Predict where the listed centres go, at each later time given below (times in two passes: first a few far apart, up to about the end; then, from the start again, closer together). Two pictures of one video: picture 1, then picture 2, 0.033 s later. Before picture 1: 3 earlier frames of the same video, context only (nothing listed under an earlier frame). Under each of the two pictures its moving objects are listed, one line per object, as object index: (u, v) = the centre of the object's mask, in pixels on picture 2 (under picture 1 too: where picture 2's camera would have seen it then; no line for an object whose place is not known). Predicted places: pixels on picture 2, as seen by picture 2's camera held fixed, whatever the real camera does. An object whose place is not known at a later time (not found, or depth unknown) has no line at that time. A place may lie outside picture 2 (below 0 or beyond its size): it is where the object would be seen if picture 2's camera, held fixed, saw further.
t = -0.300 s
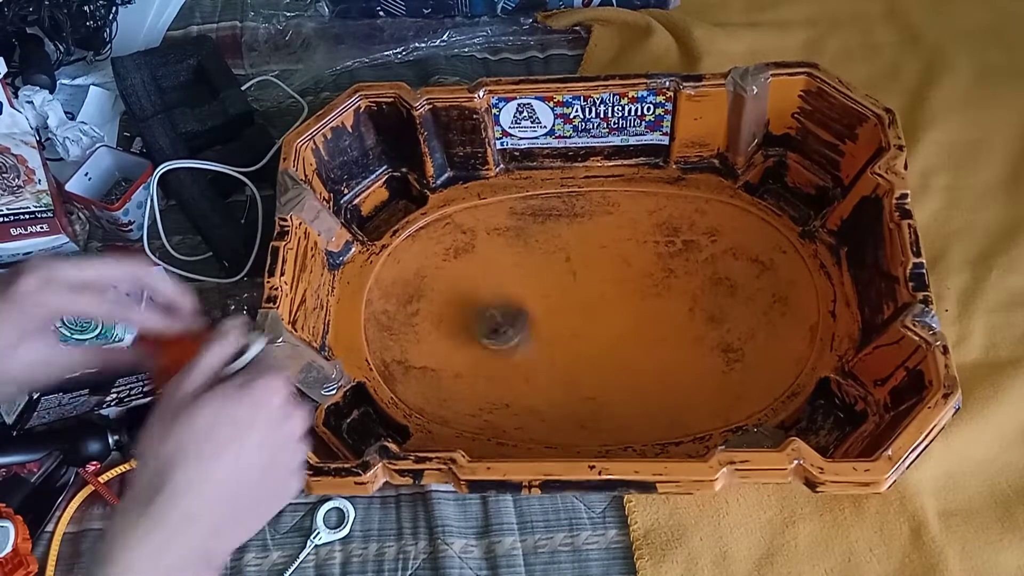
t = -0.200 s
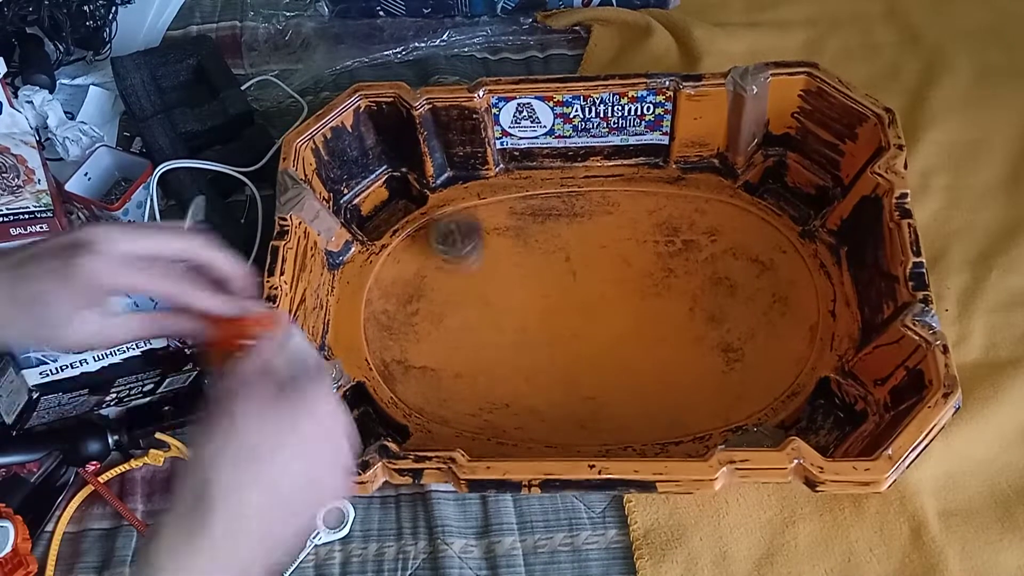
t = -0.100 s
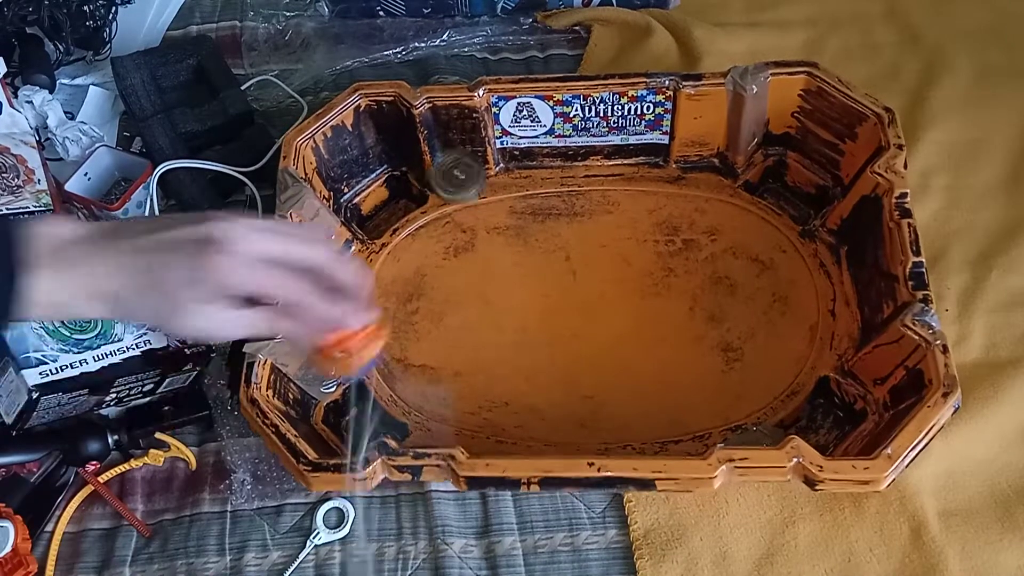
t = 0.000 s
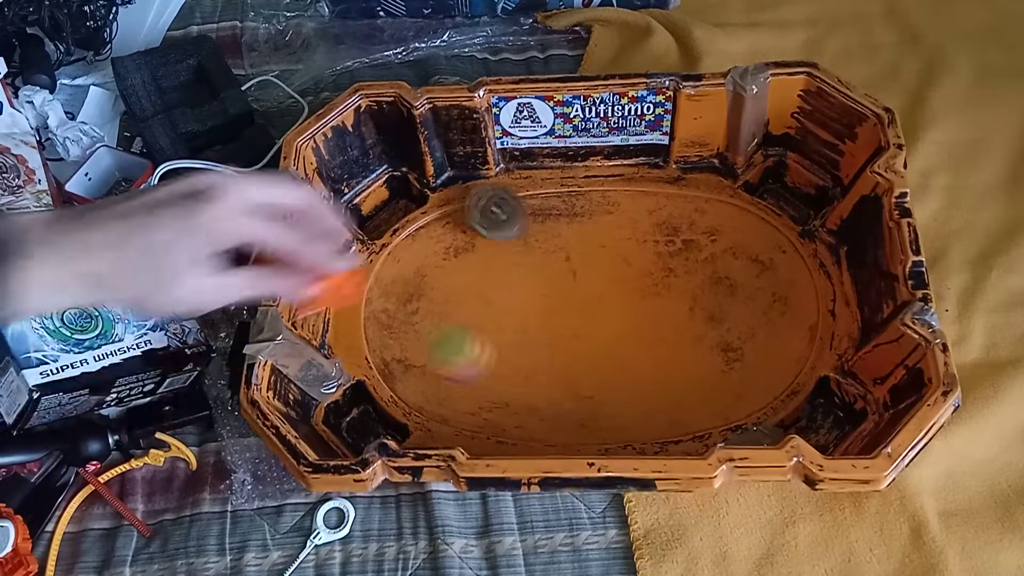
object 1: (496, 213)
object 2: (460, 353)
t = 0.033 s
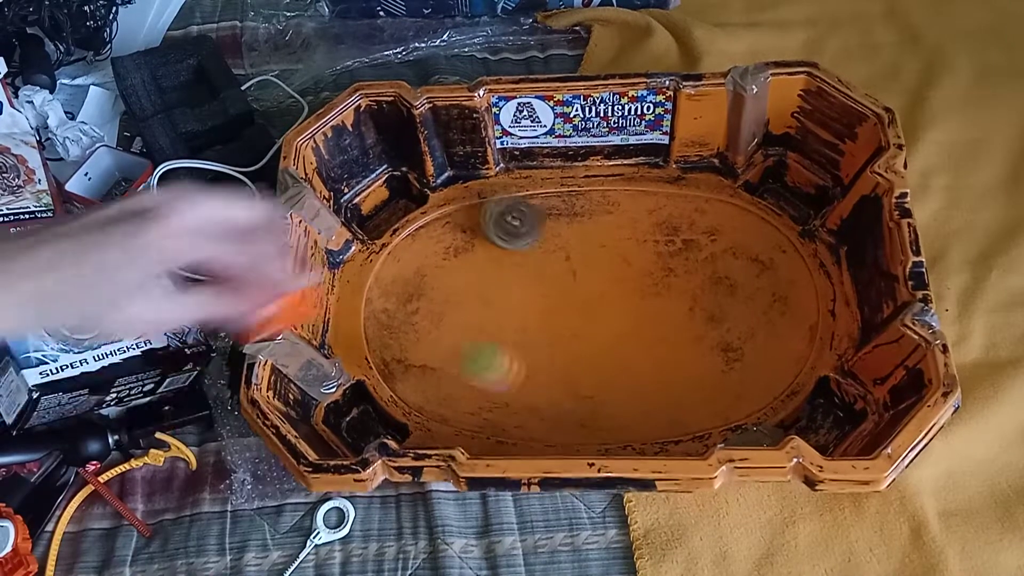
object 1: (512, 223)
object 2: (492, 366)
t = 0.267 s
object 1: (573, 276)
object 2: (619, 317)
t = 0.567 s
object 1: (530, 199)
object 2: (831, 411)
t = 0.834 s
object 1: (576, 268)
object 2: (816, 421)
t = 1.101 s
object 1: (513, 357)
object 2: (825, 422)
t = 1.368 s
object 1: (415, 363)
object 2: (820, 421)
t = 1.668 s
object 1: (413, 307)
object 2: (830, 405)
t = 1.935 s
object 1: (505, 285)
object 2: (826, 409)
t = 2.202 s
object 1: (610, 295)
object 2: (826, 409)
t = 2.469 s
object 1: (652, 335)
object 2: (827, 409)
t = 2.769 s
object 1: (593, 348)
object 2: (827, 409)
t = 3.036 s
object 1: (537, 303)
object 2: (827, 408)
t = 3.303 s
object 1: (530, 232)
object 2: (826, 409)
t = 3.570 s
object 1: (564, 239)
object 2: (826, 409)
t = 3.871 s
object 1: (542, 312)
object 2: (826, 409)
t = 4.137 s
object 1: (498, 350)
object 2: (826, 409)
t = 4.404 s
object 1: (457, 352)
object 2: (826, 409)
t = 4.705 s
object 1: (500, 323)
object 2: (827, 409)
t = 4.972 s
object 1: (570, 314)
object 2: (826, 409)
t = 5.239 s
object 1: (620, 325)
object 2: (827, 409)
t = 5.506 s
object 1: (601, 325)
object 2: (827, 408)
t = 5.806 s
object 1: (568, 288)
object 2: (826, 409)
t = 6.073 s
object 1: (543, 258)
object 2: (826, 410)
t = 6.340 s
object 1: (542, 257)
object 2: (825, 409)
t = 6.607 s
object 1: (533, 292)
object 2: (825, 409)
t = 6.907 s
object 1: (528, 334)
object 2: (826, 410)
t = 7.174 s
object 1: (511, 359)
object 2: (826, 410)
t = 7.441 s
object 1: (513, 331)
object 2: (826, 410)
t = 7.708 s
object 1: (556, 294)
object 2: (826, 409)
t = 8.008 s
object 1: (592, 272)
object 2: (827, 409)
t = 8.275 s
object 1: (606, 282)
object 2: (827, 410)
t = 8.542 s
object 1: (567, 301)
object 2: (826, 410)
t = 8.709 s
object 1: (535, 312)
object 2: (827, 409)
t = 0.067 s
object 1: (526, 231)
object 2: (514, 380)
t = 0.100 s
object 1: (539, 239)
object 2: (537, 362)
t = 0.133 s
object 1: (551, 247)
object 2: (555, 342)
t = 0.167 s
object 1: (560, 255)
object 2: (574, 328)
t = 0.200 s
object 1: (568, 264)
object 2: (591, 317)
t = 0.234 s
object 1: (573, 271)
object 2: (604, 313)
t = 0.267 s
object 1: (573, 276)
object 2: (619, 317)
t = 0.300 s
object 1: (559, 255)
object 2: (666, 349)
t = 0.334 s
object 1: (542, 236)
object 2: (708, 368)
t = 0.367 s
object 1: (533, 223)
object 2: (747, 390)
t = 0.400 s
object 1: (523, 210)
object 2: (776, 396)
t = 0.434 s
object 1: (520, 203)
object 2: (802, 403)
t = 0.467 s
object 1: (517, 197)
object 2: (821, 413)
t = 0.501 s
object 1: (519, 195)
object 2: (829, 418)
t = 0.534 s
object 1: (523, 196)
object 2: (825, 411)
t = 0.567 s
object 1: (530, 199)
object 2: (831, 411)
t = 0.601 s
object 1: (540, 205)
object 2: (830, 406)
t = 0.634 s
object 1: (548, 209)
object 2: (832, 405)
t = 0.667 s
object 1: (557, 216)
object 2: (836, 406)
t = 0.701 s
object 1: (563, 223)
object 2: (831, 406)
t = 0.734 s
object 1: (569, 232)
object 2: (828, 409)
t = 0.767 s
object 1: (573, 244)
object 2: (822, 413)
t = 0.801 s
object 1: (576, 256)
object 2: (819, 417)
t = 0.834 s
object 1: (576, 268)
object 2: (816, 421)
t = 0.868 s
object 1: (575, 280)
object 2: (817, 421)
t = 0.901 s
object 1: (572, 292)
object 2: (817, 421)
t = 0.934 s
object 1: (565, 305)
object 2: (817, 423)
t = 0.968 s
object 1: (557, 319)
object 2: (814, 424)
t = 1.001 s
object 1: (548, 331)
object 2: (813, 423)
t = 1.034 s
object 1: (538, 341)
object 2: (815, 422)
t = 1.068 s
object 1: (526, 349)
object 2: (821, 421)
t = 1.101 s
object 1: (513, 357)
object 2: (825, 422)
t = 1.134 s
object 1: (500, 363)
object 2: (824, 421)
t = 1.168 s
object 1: (486, 368)
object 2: (822, 418)
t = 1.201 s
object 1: (471, 370)
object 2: (825, 421)
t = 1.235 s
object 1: (458, 371)
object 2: (824, 419)
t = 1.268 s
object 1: (444, 370)
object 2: (820, 421)
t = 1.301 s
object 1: (434, 369)
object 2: (815, 421)
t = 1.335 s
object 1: (424, 367)
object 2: (816, 425)
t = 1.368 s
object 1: (415, 363)
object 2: (820, 421)
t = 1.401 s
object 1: (408, 359)
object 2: (819, 412)
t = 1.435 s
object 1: (402, 353)
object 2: (824, 405)
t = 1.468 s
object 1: (398, 347)
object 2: (828, 406)
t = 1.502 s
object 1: (395, 340)
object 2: (836, 405)
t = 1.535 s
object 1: (395, 332)
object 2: (835, 405)
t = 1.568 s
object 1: (396, 325)
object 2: (833, 406)
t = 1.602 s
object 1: (400, 319)
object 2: (833, 405)
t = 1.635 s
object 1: (405, 312)
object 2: (833, 405)
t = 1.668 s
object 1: (413, 307)
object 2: (830, 405)
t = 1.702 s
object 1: (422, 304)
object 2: (831, 405)
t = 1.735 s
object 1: (430, 301)
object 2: (828, 406)
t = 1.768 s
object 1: (441, 299)
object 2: (827, 408)
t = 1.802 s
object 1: (454, 297)
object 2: (827, 409)
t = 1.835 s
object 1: (465, 295)
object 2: (826, 409)
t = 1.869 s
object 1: (478, 292)
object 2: (826, 409)
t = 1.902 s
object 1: (492, 289)
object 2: (826, 409)
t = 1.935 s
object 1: (505, 285)
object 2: (826, 409)
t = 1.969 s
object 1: (519, 282)
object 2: (826, 409)
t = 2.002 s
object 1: (536, 280)
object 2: (826, 409)
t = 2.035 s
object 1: (549, 279)
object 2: (826, 409)
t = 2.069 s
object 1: (564, 280)
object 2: (826, 409)
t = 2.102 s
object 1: (579, 284)
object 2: (826, 409)
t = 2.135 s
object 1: (590, 287)
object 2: (826, 409)
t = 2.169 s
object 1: (601, 291)
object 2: (826, 409)
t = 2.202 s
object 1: (610, 295)
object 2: (826, 409)
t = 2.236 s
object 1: (619, 298)
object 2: (827, 409)
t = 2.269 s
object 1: (628, 302)
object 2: (827, 409)
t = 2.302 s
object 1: (636, 305)
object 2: (827, 409)
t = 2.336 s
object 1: (642, 311)
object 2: (827, 409)
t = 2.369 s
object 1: (647, 318)
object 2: (826, 409)
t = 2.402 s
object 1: (650, 323)
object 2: (827, 409)
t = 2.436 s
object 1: (652, 329)
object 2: (827, 409)
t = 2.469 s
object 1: (652, 335)
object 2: (827, 409)
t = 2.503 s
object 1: (652, 340)
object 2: (827, 409)
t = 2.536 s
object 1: (650, 345)
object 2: (827, 409)
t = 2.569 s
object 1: (646, 349)
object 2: (827, 409)
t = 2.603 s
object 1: (639, 352)
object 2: (827, 409)
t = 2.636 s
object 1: (632, 354)
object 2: (827, 409)
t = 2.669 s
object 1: (623, 354)
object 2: (826, 409)
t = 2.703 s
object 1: (613, 353)
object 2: (827, 409)
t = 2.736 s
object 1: (603, 351)
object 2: (826, 409)
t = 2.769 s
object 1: (593, 348)
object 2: (827, 409)
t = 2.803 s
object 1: (584, 344)
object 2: (827, 409)
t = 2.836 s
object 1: (575, 338)
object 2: (827, 409)
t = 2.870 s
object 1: (566, 332)
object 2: (827, 409)
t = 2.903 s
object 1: (558, 327)
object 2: (827, 409)
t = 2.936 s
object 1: (552, 320)
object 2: (827, 409)
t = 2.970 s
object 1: (546, 315)
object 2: (827, 409)
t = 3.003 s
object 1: (542, 309)
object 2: (827, 408)
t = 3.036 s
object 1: (537, 303)
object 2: (827, 408)
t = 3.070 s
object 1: (533, 295)
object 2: (827, 408)
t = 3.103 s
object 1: (529, 285)
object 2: (827, 408)
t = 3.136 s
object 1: (527, 273)
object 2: (826, 408)
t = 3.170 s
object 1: (526, 262)
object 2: (826, 409)
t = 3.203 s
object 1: (525, 253)
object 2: (826, 409)
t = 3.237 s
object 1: (526, 245)
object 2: (826, 409)
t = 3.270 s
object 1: (528, 238)
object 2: (826, 409)
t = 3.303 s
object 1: (530, 232)
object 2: (826, 409)
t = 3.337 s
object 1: (533, 228)
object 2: (826, 409)
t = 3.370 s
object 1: (536, 226)
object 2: (826, 409)
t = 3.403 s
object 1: (540, 224)
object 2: (826, 409)
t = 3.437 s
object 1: (545, 224)
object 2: (826, 409)
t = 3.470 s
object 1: (550, 226)
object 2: (826, 409)
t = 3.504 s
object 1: (555, 228)
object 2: (826, 409)
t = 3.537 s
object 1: (560, 232)
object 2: (826, 409)
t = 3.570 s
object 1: (564, 239)
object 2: (826, 409)
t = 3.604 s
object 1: (566, 247)
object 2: (826, 409)
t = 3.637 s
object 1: (567, 254)
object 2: (826, 409)
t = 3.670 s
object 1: (568, 262)
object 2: (826, 409)
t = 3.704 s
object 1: (566, 271)
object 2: (826, 409)
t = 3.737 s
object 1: (563, 278)
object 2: (826, 409)
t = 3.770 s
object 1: (560, 287)
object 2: (826, 409)
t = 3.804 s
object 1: (555, 295)
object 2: (826, 409)
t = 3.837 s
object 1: (548, 304)
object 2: (826, 409)
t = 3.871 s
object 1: (542, 312)
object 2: (826, 409)
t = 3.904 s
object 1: (536, 319)
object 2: (826, 409)
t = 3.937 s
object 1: (530, 325)
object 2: (826, 409)
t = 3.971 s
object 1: (524, 329)
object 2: (826, 409)
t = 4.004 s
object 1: (518, 334)
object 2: (826, 409)
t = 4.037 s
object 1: (513, 338)
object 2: (826, 409)
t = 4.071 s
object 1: (508, 342)
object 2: (826, 409)
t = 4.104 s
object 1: (503, 346)
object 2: (826, 409)
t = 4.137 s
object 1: (498, 350)
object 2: (826, 409)
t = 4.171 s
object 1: (492, 352)
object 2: (826, 409)
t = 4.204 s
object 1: (486, 355)
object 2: (826, 409)
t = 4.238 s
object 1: (480, 356)
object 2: (826, 409)
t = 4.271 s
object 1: (475, 357)
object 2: (826, 409)
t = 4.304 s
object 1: (469, 357)
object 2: (826, 409)
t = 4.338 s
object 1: (464, 356)
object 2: (826, 409)
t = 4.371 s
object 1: (460, 355)
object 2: (826, 409)
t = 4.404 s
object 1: (457, 352)
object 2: (826, 409)
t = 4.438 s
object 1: (455, 350)
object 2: (826, 409)
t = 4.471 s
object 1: (455, 346)
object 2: (826, 409)
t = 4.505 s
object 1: (458, 342)
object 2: (826, 409)
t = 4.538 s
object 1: (463, 339)
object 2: (826, 409)
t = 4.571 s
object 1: (467, 335)
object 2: (826, 409)
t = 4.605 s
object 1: (474, 333)
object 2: (826, 409)
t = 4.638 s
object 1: (482, 329)
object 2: (826, 409)
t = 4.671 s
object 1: (491, 327)
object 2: (826, 409)
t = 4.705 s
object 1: (500, 323)
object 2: (827, 409)
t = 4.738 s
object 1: (509, 320)
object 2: (826, 409)
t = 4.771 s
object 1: (518, 318)
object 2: (826, 409)
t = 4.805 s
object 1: (527, 315)
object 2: (826, 409)
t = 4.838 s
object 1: (537, 313)
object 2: (826, 409)
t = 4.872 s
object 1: (546, 311)
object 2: (826, 409)
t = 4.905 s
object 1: (554, 311)
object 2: (827, 409)
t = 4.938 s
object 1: (562, 313)
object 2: (826, 409)
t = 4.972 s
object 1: (570, 314)
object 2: (826, 409)
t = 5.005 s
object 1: (577, 316)
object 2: (826, 409)
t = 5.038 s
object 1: (585, 317)
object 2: (826, 409)
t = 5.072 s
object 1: (592, 318)
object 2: (827, 409)
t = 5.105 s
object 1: (601, 320)
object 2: (826, 409)
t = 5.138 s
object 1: (607, 321)
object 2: (827, 408)
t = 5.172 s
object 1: (614, 322)
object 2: (827, 409)
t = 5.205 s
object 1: (618, 323)
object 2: (827, 409)
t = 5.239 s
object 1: (620, 325)
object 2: (827, 409)
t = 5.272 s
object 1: (622, 327)
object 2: (827, 409)
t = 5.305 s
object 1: (622, 329)
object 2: (827, 409)
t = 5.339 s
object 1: (620, 331)
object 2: (826, 409)
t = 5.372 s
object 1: (618, 331)
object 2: (827, 409)
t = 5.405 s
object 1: (615, 331)
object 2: (826, 408)
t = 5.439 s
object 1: (611, 329)
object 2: (827, 409)
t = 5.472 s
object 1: (607, 328)
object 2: (827, 409)
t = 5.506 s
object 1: (601, 325)
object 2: (827, 408)
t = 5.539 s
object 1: (598, 322)
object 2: (827, 409)
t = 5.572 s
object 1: (596, 318)
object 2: (827, 408)
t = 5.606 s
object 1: (593, 314)
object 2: (826, 409)
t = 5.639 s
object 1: (590, 309)
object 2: (827, 409)
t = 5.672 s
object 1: (587, 305)
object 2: (827, 409)
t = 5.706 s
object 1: (582, 301)
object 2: (827, 409)
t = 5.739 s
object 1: (577, 297)
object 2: (826, 409)
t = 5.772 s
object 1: (573, 293)
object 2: (826, 409)
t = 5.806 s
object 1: (568, 288)
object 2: (826, 409)
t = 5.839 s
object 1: (563, 285)
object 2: (827, 408)
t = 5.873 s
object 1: (559, 280)
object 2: (826, 410)
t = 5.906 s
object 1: (556, 277)
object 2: (826, 410)
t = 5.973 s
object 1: (551, 269)
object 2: (825, 410)
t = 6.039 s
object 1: (546, 262)
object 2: (826, 409)
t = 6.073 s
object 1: (543, 258)
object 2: (826, 410)
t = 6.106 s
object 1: (542, 256)
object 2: (826, 408)
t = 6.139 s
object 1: (542, 253)
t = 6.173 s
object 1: (541, 251)
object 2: (826, 409)
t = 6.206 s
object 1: (541, 250)
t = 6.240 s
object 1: (541, 250)
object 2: (825, 409)
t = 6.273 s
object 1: (541, 251)
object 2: (826, 408)
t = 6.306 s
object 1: (542, 254)
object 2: (825, 409)
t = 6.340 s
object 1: (542, 257)
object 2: (825, 409)
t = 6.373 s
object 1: (541, 261)
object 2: (825, 408)
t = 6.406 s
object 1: (541, 264)
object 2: (825, 409)
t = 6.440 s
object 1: (539, 268)
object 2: (825, 409)
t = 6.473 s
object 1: (538, 273)
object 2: (825, 409)
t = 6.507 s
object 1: (537, 278)
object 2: (825, 409)
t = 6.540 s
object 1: (535, 282)
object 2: (826, 409)
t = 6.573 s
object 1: (534, 286)
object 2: (825, 409)
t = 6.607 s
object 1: (533, 292)
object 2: (825, 409)
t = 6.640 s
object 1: (532, 296)
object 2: (826, 410)
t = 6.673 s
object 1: (531, 301)
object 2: (825, 410)
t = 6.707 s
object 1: (531, 305)
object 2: (825, 410)
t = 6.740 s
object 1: (530, 310)
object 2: (825, 409)
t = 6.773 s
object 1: (530, 314)
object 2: (826, 409)
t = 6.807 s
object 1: (530, 319)
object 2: (826, 410)
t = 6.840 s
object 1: (529, 324)
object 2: (826, 410)
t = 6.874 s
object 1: (529, 329)
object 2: (826, 410)
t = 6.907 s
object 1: (528, 334)
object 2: (826, 410)
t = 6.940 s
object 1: (527, 338)
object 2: (826, 410)
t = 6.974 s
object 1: (526, 342)
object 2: (826, 410)
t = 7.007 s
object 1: (524, 347)
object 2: (826, 410)
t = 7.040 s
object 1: (523, 350)
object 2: (826, 410)
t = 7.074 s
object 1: (520, 354)
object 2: (826, 410)
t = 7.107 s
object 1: (517, 356)
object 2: (826, 410)
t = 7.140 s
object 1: (514, 358)
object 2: (826, 410)
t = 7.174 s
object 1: (511, 359)
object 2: (826, 410)
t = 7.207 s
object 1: (508, 359)
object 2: (826, 410)
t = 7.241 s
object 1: (505, 357)
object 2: (826, 410)
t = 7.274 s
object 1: (504, 354)
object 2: (826, 410)
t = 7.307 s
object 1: (503, 351)
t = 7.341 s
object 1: (504, 346)
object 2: (826, 410)
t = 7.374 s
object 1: (506, 341)
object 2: (826, 410)
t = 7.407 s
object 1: (509, 336)
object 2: (826, 408)
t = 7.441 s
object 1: (513, 331)
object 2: (826, 410)
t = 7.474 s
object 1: (517, 326)
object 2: (826, 410)
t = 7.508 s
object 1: (522, 320)
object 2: (826, 410)
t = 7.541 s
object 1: (528, 315)
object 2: (826, 410)
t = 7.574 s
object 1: (534, 310)
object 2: (826, 409)
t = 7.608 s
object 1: (540, 304)
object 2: (826, 410)
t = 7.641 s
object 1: (545, 300)
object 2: (826, 410)
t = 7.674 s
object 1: (551, 297)
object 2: (825, 409)
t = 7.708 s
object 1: (556, 294)
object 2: (826, 409)
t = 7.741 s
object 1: (561, 291)
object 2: (826, 409)
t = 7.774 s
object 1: (565, 288)
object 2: (827, 409)
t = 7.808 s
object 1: (570, 286)
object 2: (826, 409)
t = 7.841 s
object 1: (573, 283)
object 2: (826, 409)
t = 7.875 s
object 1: (576, 280)
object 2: (826, 410)
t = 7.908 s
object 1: (580, 277)
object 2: (826, 409)
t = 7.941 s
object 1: (584, 275)
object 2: (826, 409)
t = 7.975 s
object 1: (588, 274)
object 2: (826, 409)
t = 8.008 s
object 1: (592, 272)
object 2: (827, 409)
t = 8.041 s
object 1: (596, 271)
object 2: (827, 410)
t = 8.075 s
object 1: (600, 271)
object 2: (826, 409)
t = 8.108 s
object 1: (602, 271)
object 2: (827, 409)
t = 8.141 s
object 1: (604, 272)
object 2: (826, 410)
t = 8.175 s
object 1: (607, 274)
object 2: (826, 410)
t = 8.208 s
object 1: (607, 276)
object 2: (826, 409)
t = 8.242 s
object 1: (607, 279)
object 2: (827, 409)
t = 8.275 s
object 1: (606, 282)
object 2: (827, 410)
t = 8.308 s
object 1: (604, 285)
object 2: (827, 409)
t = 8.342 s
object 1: (601, 287)
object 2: (827, 410)
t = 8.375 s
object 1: (595, 289)
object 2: (826, 409)
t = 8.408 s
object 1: (590, 291)
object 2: (826, 409)
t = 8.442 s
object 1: (585, 293)
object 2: (827, 409)
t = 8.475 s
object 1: (579, 295)
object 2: (826, 409)
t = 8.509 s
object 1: (574, 299)
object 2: (826, 409)
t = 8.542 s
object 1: (567, 301)
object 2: (826, 410)
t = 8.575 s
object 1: (561, 303)
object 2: (826, 410)
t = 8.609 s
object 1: (554, 306)
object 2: (827, 409)
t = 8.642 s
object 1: (547, 308)
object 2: (827, 409)
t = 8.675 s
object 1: (541, 310)
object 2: (827, 409)
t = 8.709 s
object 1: (535, 312)
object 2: (827, 409)
